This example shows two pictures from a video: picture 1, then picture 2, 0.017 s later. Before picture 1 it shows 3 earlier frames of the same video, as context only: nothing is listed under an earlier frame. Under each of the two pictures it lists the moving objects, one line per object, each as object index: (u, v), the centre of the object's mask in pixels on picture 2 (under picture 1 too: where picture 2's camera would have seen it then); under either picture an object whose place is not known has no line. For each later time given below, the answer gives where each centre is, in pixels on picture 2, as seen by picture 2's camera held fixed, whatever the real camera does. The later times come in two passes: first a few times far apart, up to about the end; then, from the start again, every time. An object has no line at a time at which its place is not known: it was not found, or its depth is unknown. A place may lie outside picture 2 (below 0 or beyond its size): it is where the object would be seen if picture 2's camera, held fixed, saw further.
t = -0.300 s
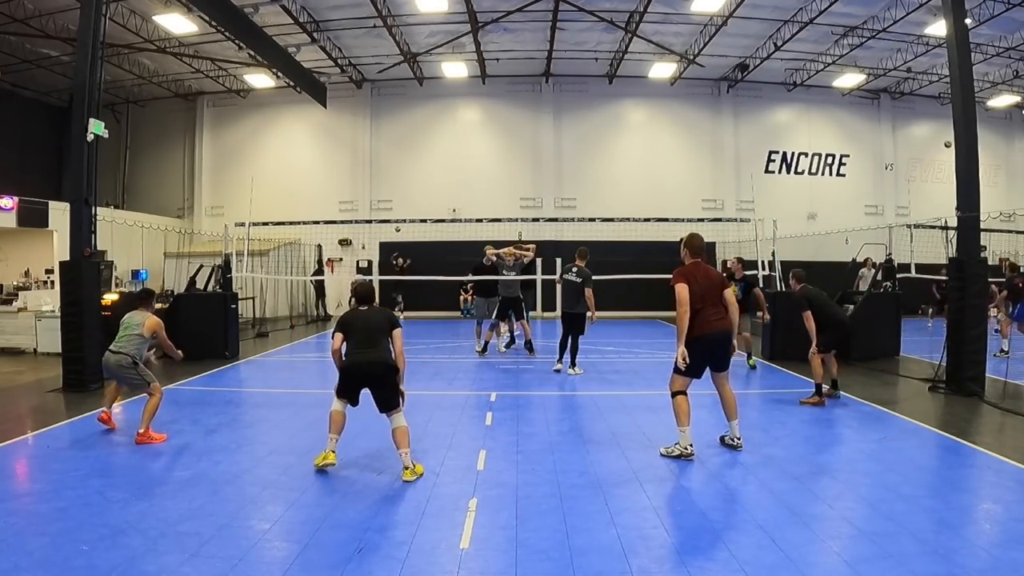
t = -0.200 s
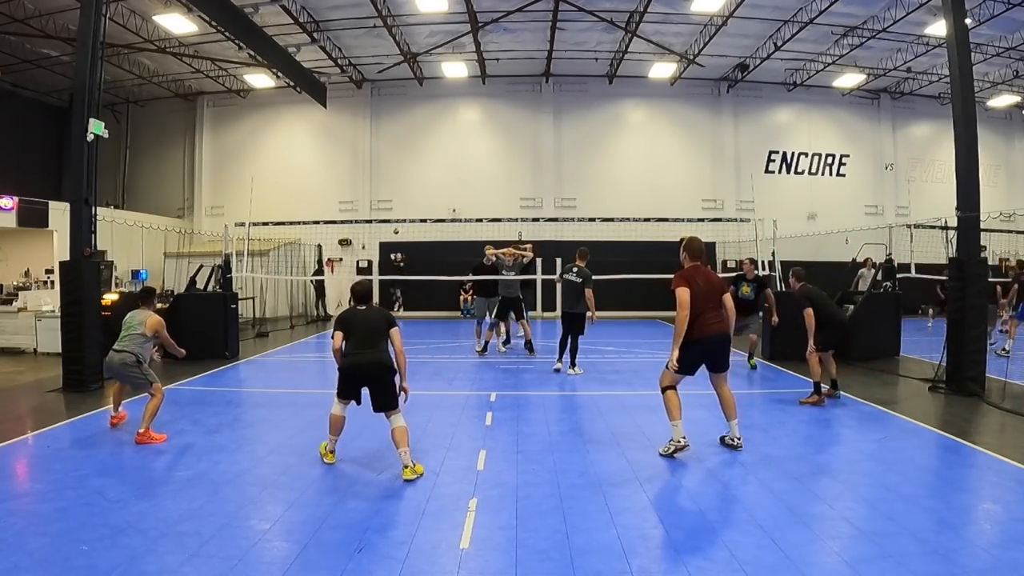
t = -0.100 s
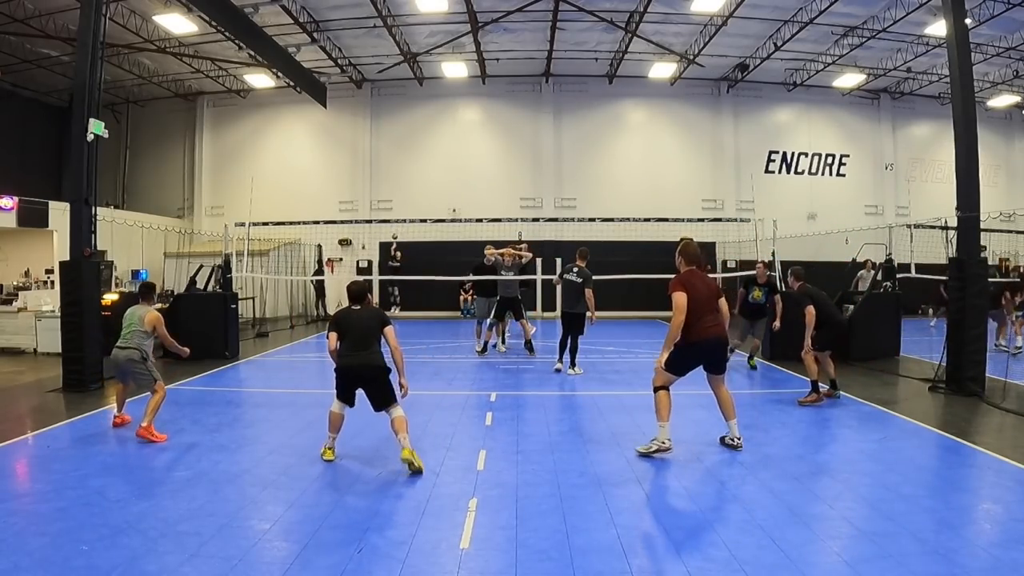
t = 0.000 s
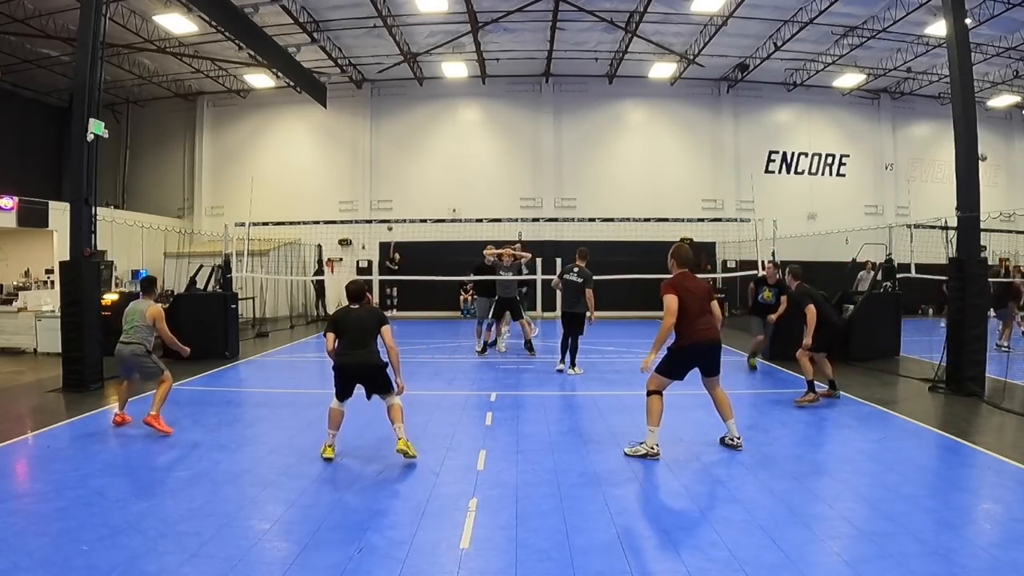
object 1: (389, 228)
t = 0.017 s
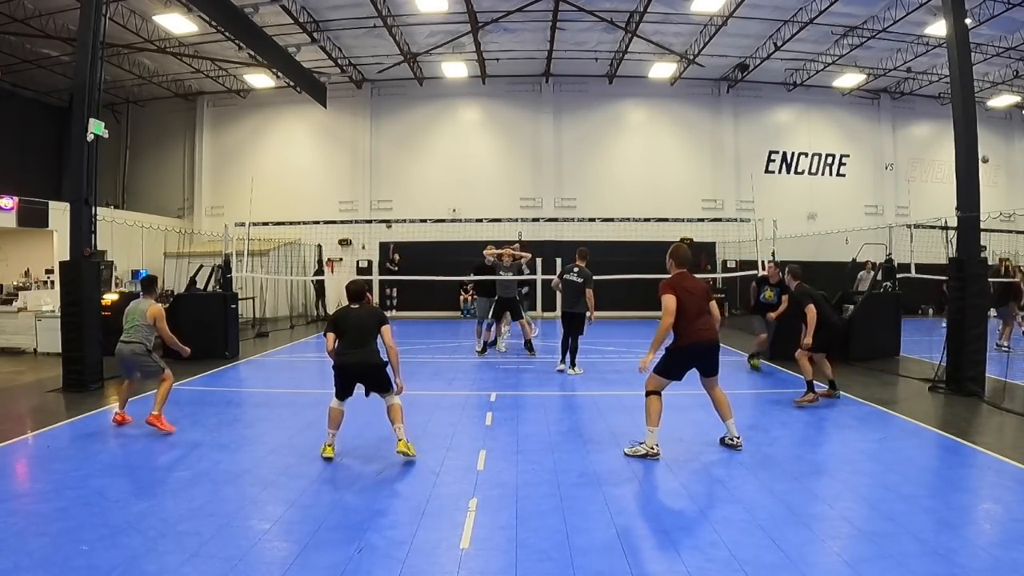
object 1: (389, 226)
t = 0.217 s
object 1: (376, 199)
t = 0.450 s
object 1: (363, 178)
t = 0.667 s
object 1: (349, 174)
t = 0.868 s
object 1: (324, 192)
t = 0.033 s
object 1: (387, 224)
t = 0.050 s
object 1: (385, 219)
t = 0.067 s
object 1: (385, 217)
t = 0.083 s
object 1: (384, 216)
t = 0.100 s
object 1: (383, 214)
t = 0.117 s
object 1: (381, 211)
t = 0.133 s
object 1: (381, 209)
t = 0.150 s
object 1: (379, 207)
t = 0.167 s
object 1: (379, 205)
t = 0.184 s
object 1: (378, 203)
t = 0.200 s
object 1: (377, 201)
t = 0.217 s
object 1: (376, 199)
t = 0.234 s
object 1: (375, 197)
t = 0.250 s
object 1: (374, 195)
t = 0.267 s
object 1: (373, 193)
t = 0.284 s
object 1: (372, 192)
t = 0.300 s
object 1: (371, 190)
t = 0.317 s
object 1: (370, 188)
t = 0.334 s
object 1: (369, 187)
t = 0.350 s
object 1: (368, 185)
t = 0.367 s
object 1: (367, 184)
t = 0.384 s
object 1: (366, 182)
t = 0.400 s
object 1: (365, 181)
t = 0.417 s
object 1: (364, 180)
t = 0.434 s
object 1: (364, 179)
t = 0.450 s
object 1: (363, 178)
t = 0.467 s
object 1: (362, 177)
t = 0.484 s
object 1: (361, 176)
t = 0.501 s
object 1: (360, 175)
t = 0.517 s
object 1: (359, 175)
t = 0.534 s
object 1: (359, 174)
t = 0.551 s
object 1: (358, 174)
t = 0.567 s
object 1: (357, 173)
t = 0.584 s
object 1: (356, 173)
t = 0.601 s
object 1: (355, 173)
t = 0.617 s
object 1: (353, 173)
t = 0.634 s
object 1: (352, 173)
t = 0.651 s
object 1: (351, 173)
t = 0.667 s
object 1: (349, 174)
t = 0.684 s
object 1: (348, 174)
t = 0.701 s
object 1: (346, 175)
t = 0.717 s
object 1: (345, 176)
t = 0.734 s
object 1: (343, 177)
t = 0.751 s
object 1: (341, 178)
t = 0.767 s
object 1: (339, 179)
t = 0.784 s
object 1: (337, 181)
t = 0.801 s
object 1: (335, 183)
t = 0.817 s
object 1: (333, 185)
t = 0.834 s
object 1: (330, 187)
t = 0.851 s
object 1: (327, 189)
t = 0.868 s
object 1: (324, 192)
